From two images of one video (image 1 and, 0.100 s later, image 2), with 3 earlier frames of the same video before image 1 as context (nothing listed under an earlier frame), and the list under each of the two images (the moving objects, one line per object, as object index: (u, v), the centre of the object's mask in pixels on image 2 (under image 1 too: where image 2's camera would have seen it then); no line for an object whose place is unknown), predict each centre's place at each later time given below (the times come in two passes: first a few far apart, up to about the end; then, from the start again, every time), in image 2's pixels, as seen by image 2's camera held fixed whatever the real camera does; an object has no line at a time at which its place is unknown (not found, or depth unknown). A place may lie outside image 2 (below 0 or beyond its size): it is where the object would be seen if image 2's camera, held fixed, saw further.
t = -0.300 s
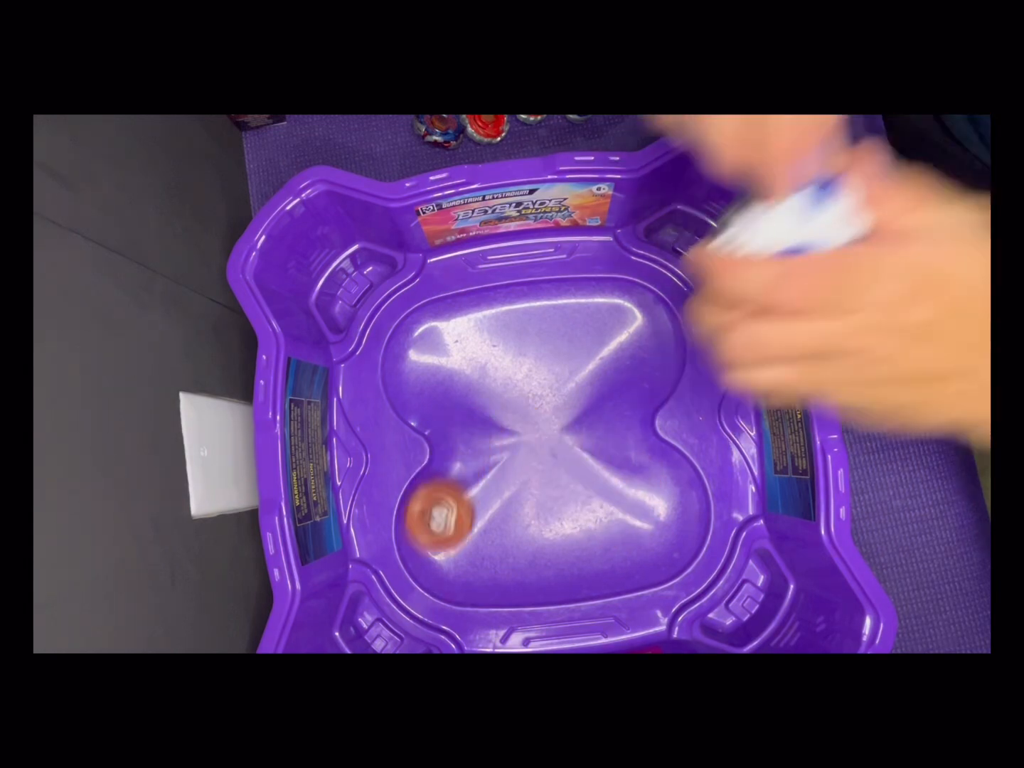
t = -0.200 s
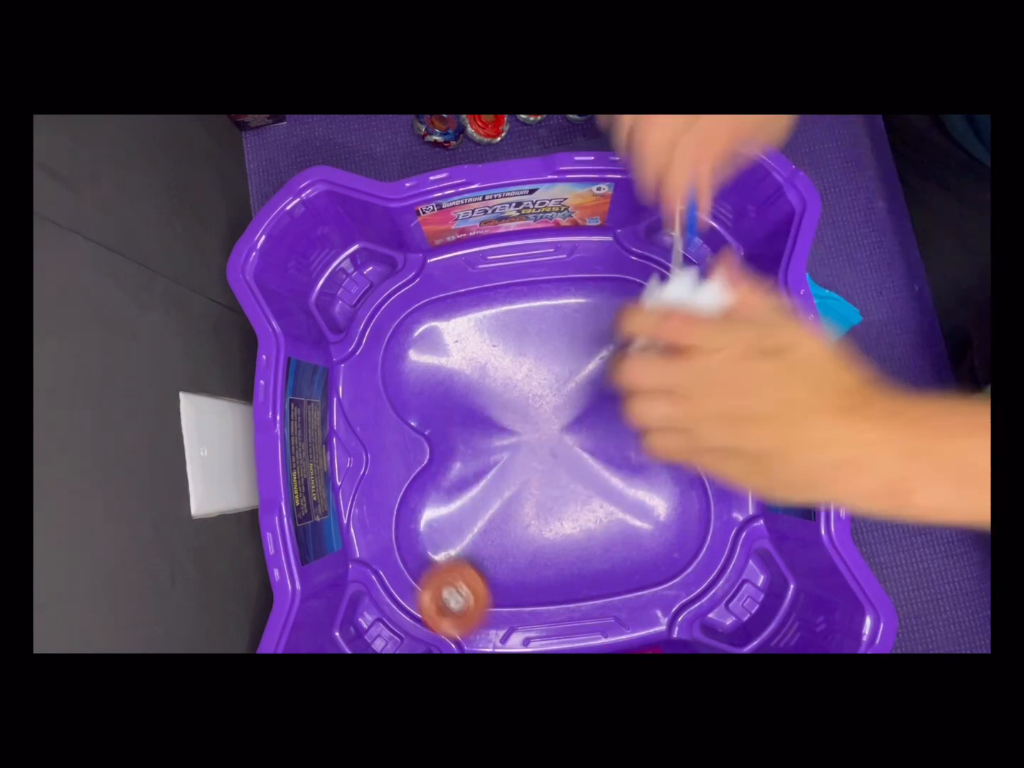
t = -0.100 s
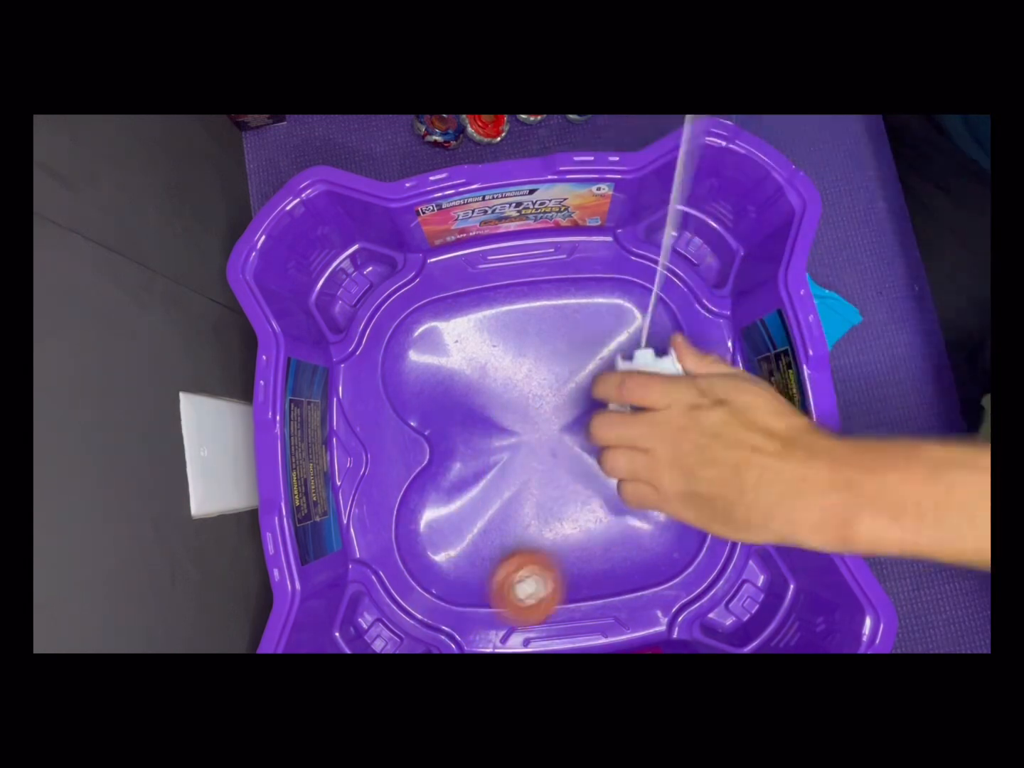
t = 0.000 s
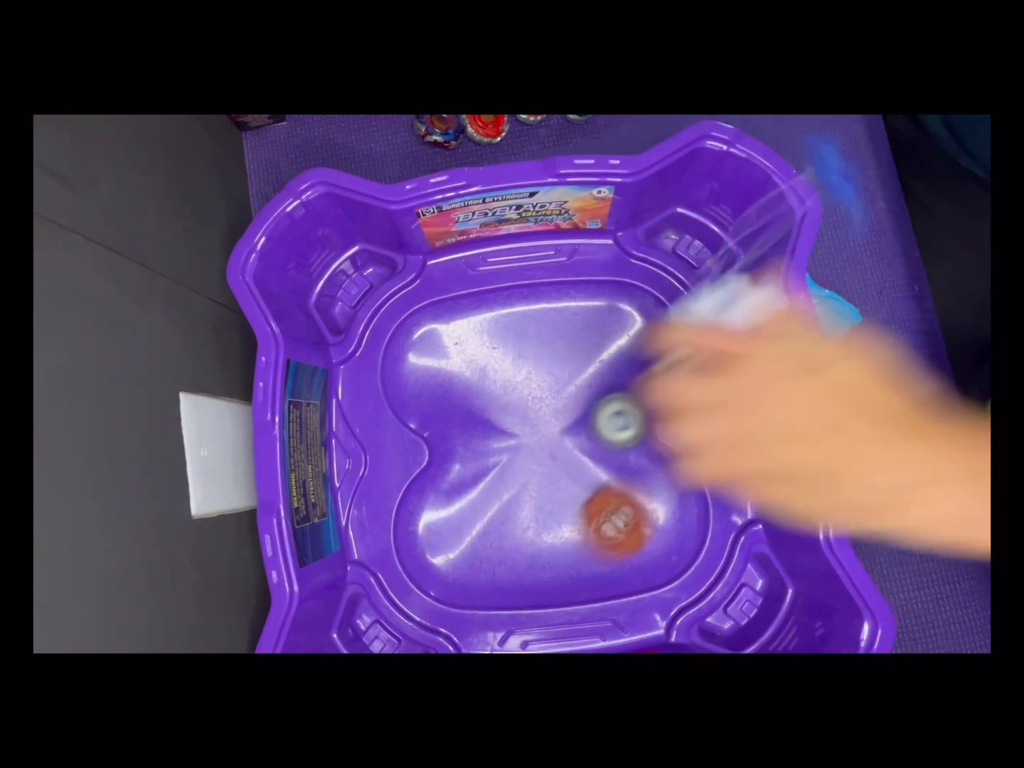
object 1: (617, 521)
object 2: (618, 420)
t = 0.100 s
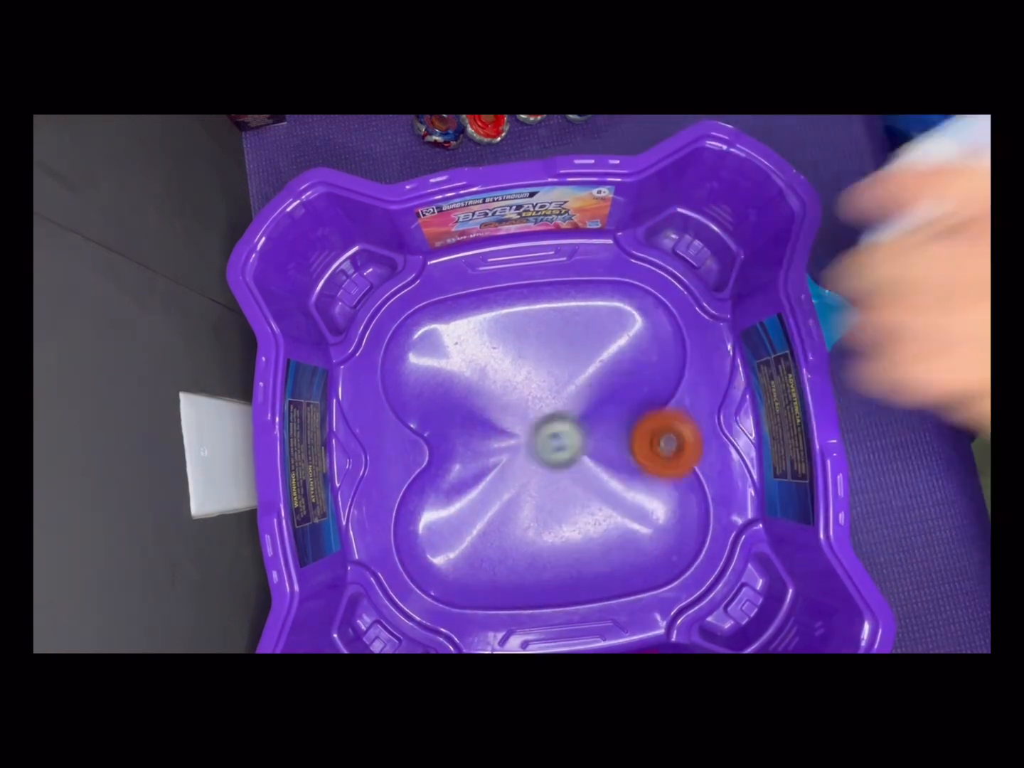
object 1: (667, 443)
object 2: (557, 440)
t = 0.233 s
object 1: (616, 397)
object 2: (483, 438)
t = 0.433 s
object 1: (451, 313)
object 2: (409, 360)
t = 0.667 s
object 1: (455, 327)
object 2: (430, 394)
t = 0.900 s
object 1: (583, 362)
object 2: (558, 452)
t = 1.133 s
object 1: (659, 340)
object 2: (630, 526)
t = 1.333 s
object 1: (596, 303)
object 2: (558, 539)
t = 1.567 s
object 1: (495, 406)
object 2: (506, 501)
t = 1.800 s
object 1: (513, 416)
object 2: (502, 540)
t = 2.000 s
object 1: (628, 505)
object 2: (498, 461)
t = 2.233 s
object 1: (652, 471)
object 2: (587, 410)
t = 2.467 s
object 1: (582, 598)
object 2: (508, 327)
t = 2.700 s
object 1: (548, 504)
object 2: (519, 413)
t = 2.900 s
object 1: (542, 595)
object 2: (518, 266)
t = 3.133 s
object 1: (519, 474)
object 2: (546, 328)
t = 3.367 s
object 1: (510, 358)
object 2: (570, 450)
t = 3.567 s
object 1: (506, 361)
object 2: (537, 518)
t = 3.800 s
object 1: (499, 501)
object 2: (455, 545)
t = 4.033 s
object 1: (641, 466)
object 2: (397, 552)
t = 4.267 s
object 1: (582, 531)
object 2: (529, 472)
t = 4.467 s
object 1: (644, 562)
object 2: (566, 414)
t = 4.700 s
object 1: (577, 460)
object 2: (603, 399)
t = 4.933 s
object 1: (431, 493)
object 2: (601, 356)
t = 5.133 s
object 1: (472, 583)
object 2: (632, 331)
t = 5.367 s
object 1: (585, 450)
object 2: (623, 359)
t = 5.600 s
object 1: (588, 372)
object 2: (524, 332)
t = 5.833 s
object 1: (532, 400)
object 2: (465, 374)
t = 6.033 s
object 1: (514, 462)
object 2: (421, 388)
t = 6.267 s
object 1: (540, 512)
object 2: (409, 371)
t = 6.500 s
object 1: (569, 500)
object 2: (454, 395)
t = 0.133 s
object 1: (660, 433)
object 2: (537, 445)
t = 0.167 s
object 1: (649, 423)
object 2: (518, 446)
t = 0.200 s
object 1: (635, 414)
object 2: (500, 444)
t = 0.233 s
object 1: (616, 397)
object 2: (483, 438)
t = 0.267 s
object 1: (594, 380)
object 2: (470, 429)
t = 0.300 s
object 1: (569, 362)
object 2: (458, 418)
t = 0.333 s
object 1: (541, 345)
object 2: (447, 404)
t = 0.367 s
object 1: (511, 333)
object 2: (436, 389)
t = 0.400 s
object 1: (476, 327)
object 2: (426, 369)
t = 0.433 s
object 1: (451, 313)
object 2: (409, 360)
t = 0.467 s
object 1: (433, 298)
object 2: (393, 355)
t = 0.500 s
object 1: (416, 287)
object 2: (385, 354)
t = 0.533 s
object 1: (408, 291)
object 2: (387, 355)
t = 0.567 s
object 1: (410, 307)
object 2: (395, 362)
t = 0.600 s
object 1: (418, 317)
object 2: (403, 370)
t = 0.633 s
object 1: (431, 327)
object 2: (418, 382)
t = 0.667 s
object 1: (455, 327)
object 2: (430, 394)
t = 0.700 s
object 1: (477, 328)
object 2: (444, 409)
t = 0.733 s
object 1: (497, 331)
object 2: (460, 425)
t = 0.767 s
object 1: (517, 337)
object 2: (480, 434)
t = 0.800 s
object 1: (535, 343)
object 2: (500, 442)
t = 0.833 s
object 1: (552, 350)
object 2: (520, 447)
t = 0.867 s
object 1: (568, 357)
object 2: (540, 450)
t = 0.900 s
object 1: (583, 362)
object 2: (558, 452)
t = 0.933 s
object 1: (598, 366)
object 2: (575, 455)
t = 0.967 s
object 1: (612, 367)
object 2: (590, 460)
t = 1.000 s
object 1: (625, 366)
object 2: (602, 469)
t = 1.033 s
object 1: (636, 363)
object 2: (613, 481)
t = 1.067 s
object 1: (646, 358)
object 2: (622, 496)
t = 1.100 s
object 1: (653, 350)
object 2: (628, 511)
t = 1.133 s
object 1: (659, 340)
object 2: (630, 526)
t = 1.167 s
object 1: (661, 330)
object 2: (628, 537)
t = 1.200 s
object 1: (659, 319)
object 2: (620, 545)
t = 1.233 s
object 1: (651, 309)
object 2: (608, 549)
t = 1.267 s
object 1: (638, 302)
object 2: (593, 549)
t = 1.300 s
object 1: (620, 300)
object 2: (576, 546)
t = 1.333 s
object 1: (596, 303)
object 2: (558, 539)
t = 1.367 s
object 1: (571, 315)
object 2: (542, 531)
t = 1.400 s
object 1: (549, 331)
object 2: (527, 519)
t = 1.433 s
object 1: (532, 350)
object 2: (516, 508)
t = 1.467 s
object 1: (517, 374)
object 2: (507, 495)
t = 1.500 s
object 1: (507, 400)
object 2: (502, 482)
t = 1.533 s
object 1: (501, 414)
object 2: (502, 477)
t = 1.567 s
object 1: (495, 406)
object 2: (506, 501)
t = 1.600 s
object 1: (491, 398)
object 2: (512, 519)
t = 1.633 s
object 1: (490, 393)
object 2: (515, 533)
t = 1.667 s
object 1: (491, 390)
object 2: (517, 542)
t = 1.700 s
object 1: (493, 391)
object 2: (517, 547)
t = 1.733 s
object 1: (498, 396)
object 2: (514, 549)
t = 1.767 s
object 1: (504, 405)
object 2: (509, 547)
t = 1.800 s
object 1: (513, 416)
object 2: (502, 540)
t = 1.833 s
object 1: (524, 430)
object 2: (493, 530)
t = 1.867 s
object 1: (540, 448)
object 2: (485, 518)
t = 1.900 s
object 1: (558, 465)
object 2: (481, 504)
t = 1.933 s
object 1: (582, 481)
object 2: (481, 490)
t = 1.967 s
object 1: (604, 495)
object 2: (488, 476)
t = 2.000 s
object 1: (628, 505)
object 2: (498, 461)
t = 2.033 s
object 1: (648, 510)
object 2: (513, 449)
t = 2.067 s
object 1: (665, 510)
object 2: (527, 435)
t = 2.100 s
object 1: (676, 507)
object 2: (540, 425)
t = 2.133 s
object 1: (682, 500)
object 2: (553, 417)
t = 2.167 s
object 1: (679, 491)
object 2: (565, 412)
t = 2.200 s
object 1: (670, 480)
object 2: (577, 410)
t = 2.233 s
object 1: (652, 471)
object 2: (587, 410)
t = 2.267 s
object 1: (626, 465)
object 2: (592, 412)
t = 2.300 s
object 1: (614, 483)
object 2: (577, 391)
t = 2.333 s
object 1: (605, 515)
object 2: (557, 360)
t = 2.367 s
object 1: (595, 544)
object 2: (539, 335)
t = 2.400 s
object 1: (590, 567)
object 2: (522, 313)
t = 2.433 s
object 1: (585, 587)
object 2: (515, 318)
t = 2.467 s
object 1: (582, 598)
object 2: (508, 327)
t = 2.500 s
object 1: (578, 604)
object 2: (502, 338)
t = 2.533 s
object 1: (573, 596)
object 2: (500, 349)
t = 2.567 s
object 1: (568, 579)
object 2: (499, 364)
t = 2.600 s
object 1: (564, 562)
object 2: (501, 378)
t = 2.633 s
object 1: (559, 541)
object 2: (506, 391)
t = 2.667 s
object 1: (554, 521)
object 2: (513, 403)
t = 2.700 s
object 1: (548, 504)
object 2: (519, 413)
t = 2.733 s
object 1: (542, 487)
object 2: (524, 423)
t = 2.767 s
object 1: (539, 491)
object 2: (526, 410)
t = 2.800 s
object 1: (541, 540)
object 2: (521, 361)
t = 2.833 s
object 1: (544, 582)
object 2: (517, 314)
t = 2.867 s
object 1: (545, 598)
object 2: (516, 284)
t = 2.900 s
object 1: (542, 595)
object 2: (518, 266)
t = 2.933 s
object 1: (540, 589)
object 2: (522, 254)
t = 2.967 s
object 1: (537, 580)
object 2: (530, 265)
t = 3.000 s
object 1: (534, 563)
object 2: (534, 273)
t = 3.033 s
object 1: (531, 540)
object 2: (535, 280)
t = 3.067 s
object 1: (528, 517)
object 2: (536, 292)
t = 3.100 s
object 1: (524, 497)
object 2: (540, 308)
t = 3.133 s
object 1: (519, 474)
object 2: (546, 328)
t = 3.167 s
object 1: (516, 454)
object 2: (552, 348)
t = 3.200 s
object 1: (514, 434)
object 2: (558, 366)
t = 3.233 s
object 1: (513, 415)
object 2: (566, 385)
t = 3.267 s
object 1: (513, 399)
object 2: (572, 403)
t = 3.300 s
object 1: (511, 384)
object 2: (574, 418)
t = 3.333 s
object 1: (510, 369)
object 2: (572, 434)
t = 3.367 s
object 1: (510, 358)
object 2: (570, 450)
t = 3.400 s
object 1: (508, 350)
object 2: (567, 464)
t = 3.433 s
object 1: (507, 345)
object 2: (564, 478)
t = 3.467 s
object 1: (507, 344)
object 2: (559, 491)
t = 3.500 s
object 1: (506, 345)
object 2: (554, 502)
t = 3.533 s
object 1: (507, 351)
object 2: (546, 511)
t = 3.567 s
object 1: (506, 361)
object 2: (537, 518)
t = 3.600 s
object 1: (506, 374)
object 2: (526, 524)
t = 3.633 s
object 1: (506, 391)
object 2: (517, 530)
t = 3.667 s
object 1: (506, 409)
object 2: (506, 536)
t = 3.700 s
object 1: (504, 429)
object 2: (494, 540)
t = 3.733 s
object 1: (503, 452)
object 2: (483, 543)
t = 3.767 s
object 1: (503, 476)
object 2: (468, 545)
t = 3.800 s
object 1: (499, 501)
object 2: (455, 545)
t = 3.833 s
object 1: (515, 504)
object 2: (425, 559)
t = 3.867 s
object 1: (543, 496)
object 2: (390, 579)
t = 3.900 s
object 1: (574, 486)
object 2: (372, 585)
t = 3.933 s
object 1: (603, 475)
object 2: (368, 582)
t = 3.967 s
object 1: (628, 464)
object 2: (374, 576)
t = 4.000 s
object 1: (644, 459)
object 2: (386, 562)
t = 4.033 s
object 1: (641, 466)
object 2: (397, 552)
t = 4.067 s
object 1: (633, 474)
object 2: (411, 541)
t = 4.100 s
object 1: (623, 481)
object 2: (433, 528)
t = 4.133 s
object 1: (611, 487)
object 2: (459, 513)
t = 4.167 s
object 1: (600, 498)
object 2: (482, 503)
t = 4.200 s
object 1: (590, 509)
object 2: (503, 493)
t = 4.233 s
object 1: (581, 517)
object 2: (522, 487)
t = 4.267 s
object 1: (582, 531)
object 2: (529, 472)
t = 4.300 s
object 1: (591, 548)
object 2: (529, 458)
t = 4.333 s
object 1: (600, 564)
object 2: (532, 445)
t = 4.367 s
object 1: (609, 574)
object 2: (538, 435)
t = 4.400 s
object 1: (621, 576)
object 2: (545, 426)
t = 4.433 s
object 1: (633, 572)
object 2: (555, 420)
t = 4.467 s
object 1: (644, 562)
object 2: (566, 414)
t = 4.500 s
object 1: (653, 549)
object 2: (576, 409)
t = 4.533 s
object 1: (654, 532)
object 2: (585, 405)
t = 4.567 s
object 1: (648, 514)
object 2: (594, 403)
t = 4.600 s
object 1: (636, 495)
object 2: (599, 401)
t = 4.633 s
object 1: (619, 480)
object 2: (602, 402)
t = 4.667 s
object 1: (598, 466)
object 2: (603, 404)
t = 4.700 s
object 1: (577, 460)
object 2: (603, 399)
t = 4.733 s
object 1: (553, 456)
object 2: (600, 392)
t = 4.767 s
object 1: (527, 453)
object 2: (597, 385)
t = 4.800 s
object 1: (502, 453)
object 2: (595, 380)
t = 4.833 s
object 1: (482, 458)
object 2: (594, 373)
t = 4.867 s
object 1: (465, 467)
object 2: (595, 368)
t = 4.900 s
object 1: (448, 478)
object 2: (597, 362)
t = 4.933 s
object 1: (431, 493)
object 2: (601, 356)
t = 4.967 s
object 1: (416, 510)
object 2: (605, 349)
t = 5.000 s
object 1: (408, 532)
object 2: (610, 344)
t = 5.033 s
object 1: (411, 554)
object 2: (615, 339)
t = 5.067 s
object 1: (424, 574)
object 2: (621, 335)
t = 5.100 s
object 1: (447, 584)
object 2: (626, 332)
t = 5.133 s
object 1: (472, 583)
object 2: (632, 331)
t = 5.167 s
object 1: (496, 574)
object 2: (637, 332)
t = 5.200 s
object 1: (517, 560)
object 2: (641, 334)
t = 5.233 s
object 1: (538, 540)
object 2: (642, 338)
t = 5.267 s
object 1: (554, 519)
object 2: (641, 343)
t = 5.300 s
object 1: (568, 495)
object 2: (636, 348)
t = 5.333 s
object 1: (578, 473)
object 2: (630, 353)
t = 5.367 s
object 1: (585, 450)
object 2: (623, 359)
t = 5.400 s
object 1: (588, 428)
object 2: (613, 363)
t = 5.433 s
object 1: (591, 412)
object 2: (600, 358)
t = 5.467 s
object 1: (597, 407)
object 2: (582, 347)
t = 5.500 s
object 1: (601, 402)
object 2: (568, 340)
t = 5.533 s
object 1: (599, 392)
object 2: (553, 334)
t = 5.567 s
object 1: (593, 382)
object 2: (539, 330)
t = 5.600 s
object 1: (588, 372)
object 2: (524, 332)
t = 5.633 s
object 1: (581, 366)
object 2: (512, 334)
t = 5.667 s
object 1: (572, 365)
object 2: (502, 339)
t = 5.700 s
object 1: (563, 369)
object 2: (493, 345)
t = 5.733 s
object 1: (554, 375)
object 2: (486, 351)
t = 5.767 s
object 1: (546, 383)
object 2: (478, 360)
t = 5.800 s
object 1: (538, 391)
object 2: (472, 368)
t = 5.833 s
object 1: (532, 400)
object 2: (465, 374)
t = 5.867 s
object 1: (526, 409)
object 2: (458, 380)
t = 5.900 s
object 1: (521, 417)
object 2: (450, 383)
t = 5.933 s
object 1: (517, 425)
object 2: (443, 386)
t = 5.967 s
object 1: (515, 435)
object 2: (435, 387)
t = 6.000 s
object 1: (515, 447)
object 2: (428, 388)
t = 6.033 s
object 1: (514, 462)
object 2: (421, 388)
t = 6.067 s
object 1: (515, 475)
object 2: (413, 388)
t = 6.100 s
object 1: (518, 487)
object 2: (407, 387)
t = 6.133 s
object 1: (521, 495)
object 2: (403, 386)
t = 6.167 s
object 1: (526, 500)
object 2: (401, 383)
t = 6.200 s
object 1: (531, 505)
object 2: (402, 379)
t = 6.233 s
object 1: (536, 509)
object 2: (405, 374)
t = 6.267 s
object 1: (540, 512)
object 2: (409, 371)
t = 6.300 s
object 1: (545, 513)
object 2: (415, 369)
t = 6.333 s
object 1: (549, 514)
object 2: (422, 370)
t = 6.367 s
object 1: (554, 513)
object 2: (429, 373)
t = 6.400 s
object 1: (558, 511)
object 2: (437, 378)
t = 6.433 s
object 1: (562, 509)
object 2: (443, 384)
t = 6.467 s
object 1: (565, 505)
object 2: (449, 389)
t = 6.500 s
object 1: (569, 500)
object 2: (454, 395)
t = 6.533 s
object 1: (572, 494)
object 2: (459, 400)
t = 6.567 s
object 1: (573, 488)
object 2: (463, 405)
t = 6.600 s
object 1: (575, 480)
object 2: (468, 408)
